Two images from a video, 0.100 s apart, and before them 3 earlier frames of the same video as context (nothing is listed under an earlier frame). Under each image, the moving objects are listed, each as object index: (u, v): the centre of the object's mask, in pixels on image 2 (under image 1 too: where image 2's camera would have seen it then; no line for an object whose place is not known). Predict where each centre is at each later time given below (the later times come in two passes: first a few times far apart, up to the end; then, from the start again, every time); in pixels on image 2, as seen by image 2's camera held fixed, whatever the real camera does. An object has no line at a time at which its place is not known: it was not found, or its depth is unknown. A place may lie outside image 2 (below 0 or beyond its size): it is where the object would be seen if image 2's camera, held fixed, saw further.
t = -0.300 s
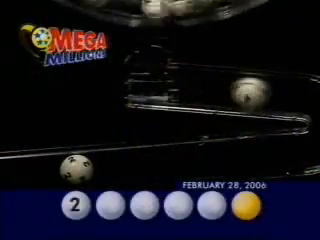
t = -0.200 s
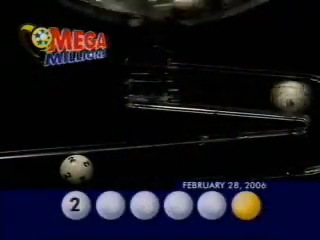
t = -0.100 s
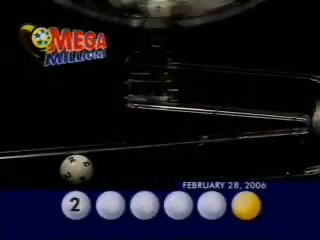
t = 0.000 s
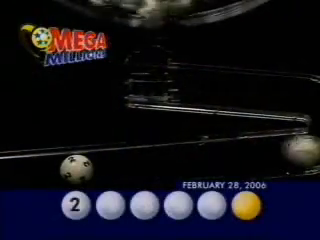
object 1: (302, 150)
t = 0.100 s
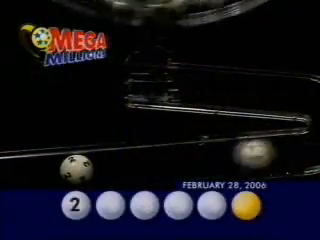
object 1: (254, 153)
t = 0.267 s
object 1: (165, 161)
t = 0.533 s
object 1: (119, 165)
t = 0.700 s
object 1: (123, 165)
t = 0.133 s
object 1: (237, 155)
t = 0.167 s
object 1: (219, 156)
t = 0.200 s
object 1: (201, 157)
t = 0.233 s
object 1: (183, 159)
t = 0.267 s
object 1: (165, 161)
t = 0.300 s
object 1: (145, 163)
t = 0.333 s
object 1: (125, 164)
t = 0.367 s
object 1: (109, 165)
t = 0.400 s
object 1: (109, 165)
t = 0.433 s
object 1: (112, 165)
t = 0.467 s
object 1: (114, 166)
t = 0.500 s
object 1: (117, 165)
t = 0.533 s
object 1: (119, 165)
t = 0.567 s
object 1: (121, 165)
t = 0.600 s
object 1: (122, 165)
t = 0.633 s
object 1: (123, 165)
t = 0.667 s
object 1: (123, 165)
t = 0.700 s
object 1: (123, 165)
